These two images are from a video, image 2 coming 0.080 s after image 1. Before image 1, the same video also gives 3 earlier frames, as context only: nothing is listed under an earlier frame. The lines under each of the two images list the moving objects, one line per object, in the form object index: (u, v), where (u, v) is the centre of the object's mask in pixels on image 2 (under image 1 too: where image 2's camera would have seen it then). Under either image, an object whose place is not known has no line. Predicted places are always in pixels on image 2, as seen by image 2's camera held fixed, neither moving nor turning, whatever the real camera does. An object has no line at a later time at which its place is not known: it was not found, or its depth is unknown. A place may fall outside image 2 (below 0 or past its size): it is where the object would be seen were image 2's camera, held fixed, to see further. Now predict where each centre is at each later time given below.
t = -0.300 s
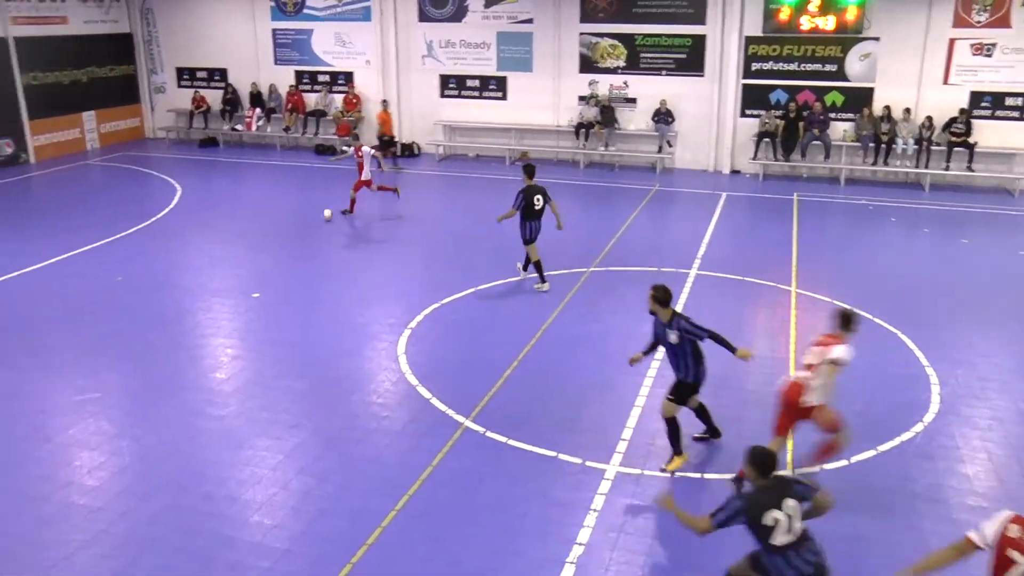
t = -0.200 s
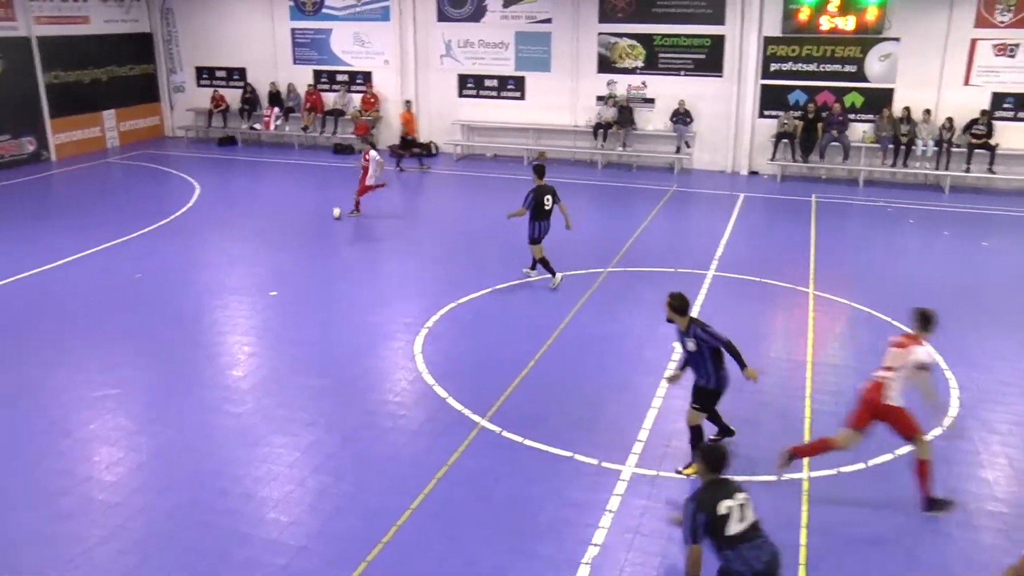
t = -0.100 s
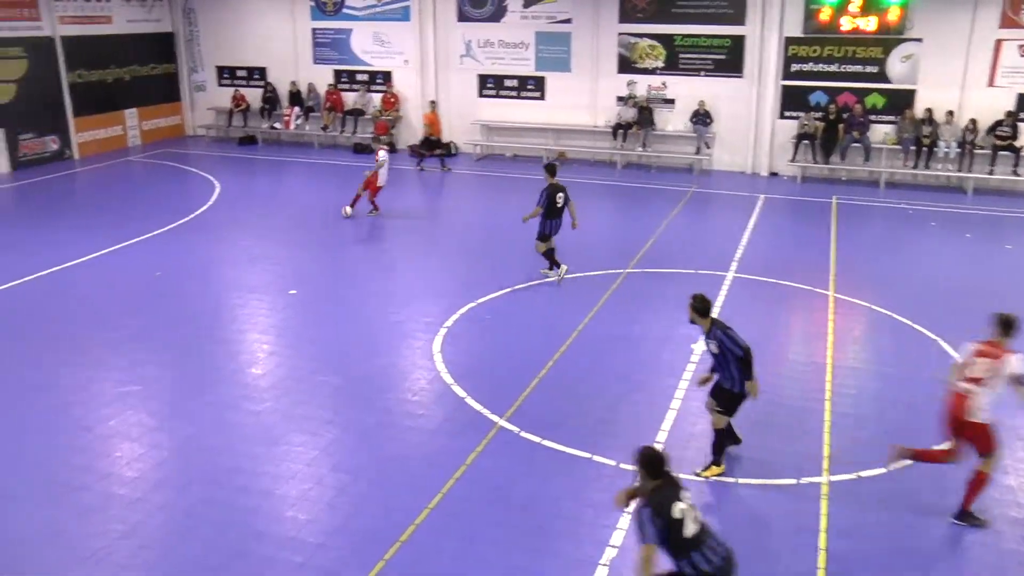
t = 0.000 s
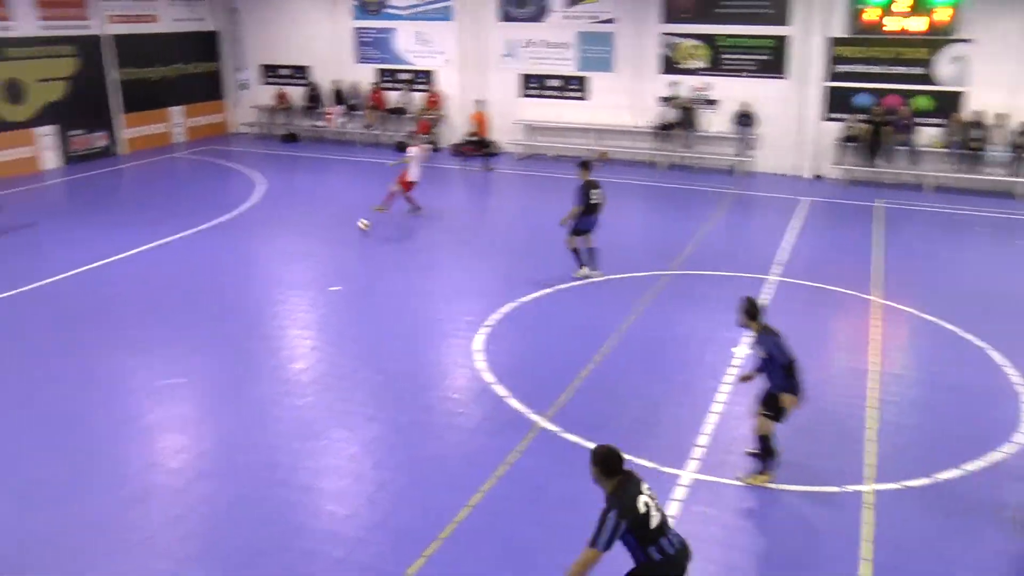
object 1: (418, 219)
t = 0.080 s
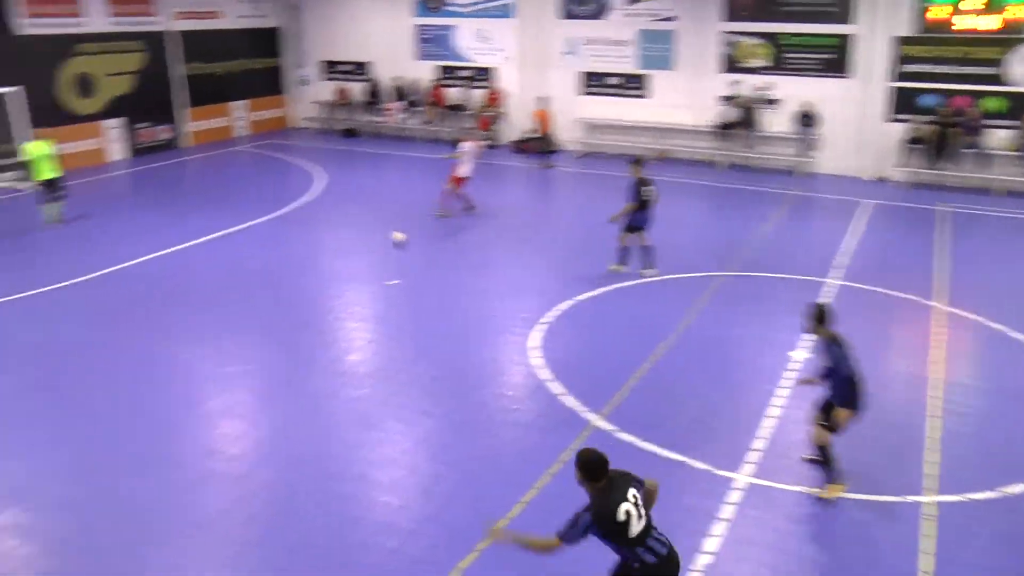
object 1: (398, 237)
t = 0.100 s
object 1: (394, 241)
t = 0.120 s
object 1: (389, 243)
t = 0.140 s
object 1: (384, 247)
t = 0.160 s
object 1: (379, 251)
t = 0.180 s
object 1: (373, 256)
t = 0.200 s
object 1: (368, 261)
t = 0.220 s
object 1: (362, 266)
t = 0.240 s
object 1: (356, 271)
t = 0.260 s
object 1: (350, 273)
